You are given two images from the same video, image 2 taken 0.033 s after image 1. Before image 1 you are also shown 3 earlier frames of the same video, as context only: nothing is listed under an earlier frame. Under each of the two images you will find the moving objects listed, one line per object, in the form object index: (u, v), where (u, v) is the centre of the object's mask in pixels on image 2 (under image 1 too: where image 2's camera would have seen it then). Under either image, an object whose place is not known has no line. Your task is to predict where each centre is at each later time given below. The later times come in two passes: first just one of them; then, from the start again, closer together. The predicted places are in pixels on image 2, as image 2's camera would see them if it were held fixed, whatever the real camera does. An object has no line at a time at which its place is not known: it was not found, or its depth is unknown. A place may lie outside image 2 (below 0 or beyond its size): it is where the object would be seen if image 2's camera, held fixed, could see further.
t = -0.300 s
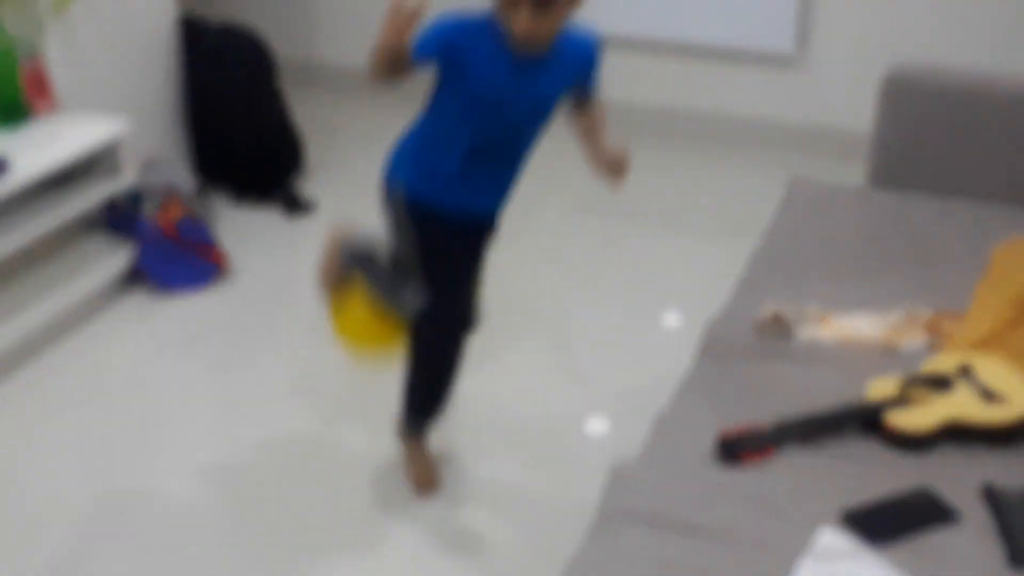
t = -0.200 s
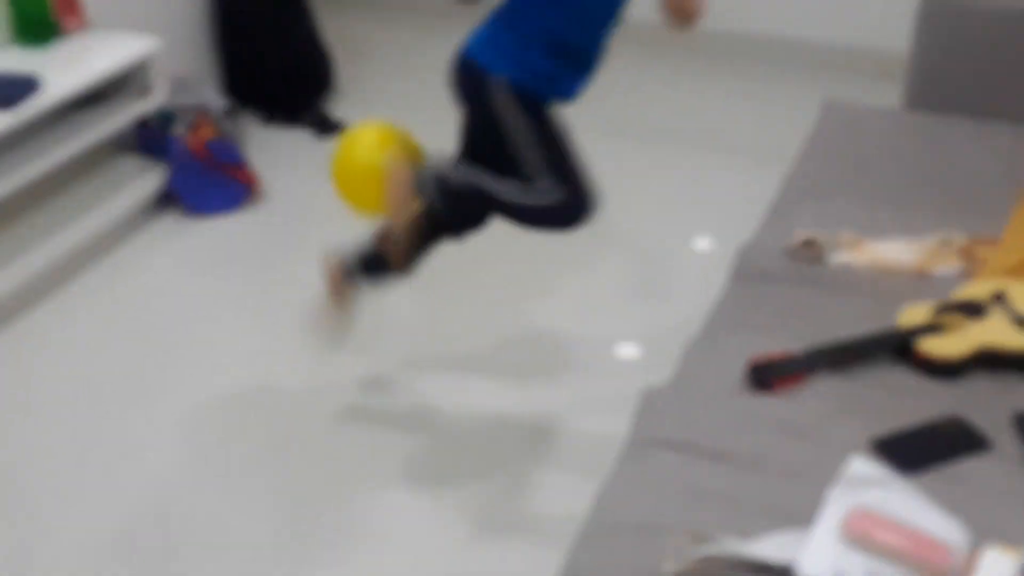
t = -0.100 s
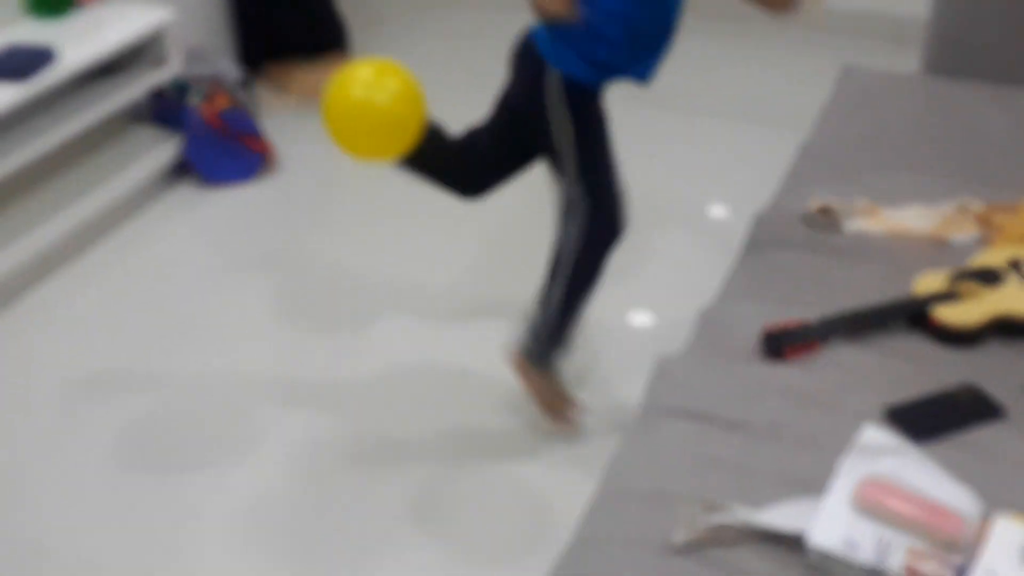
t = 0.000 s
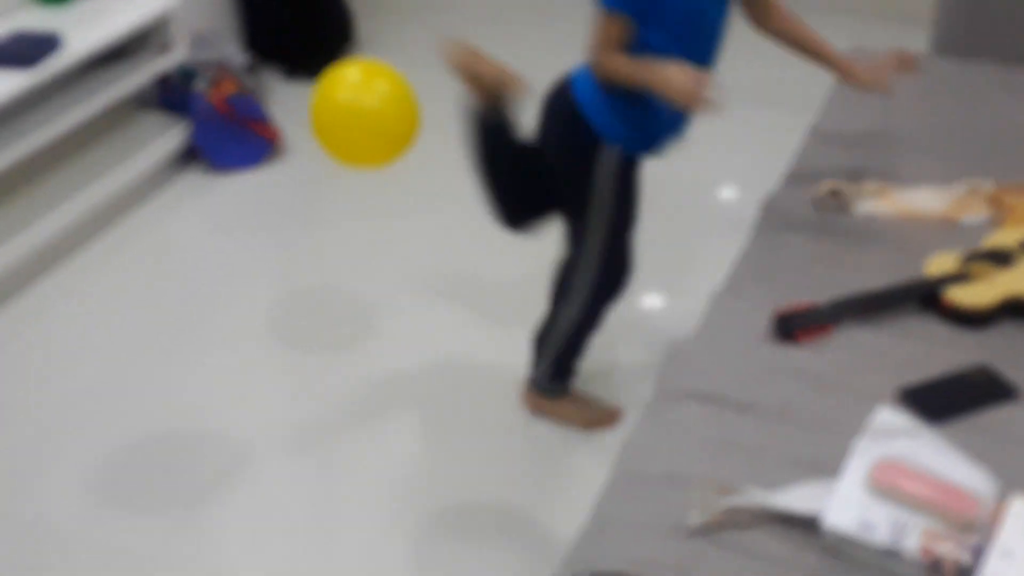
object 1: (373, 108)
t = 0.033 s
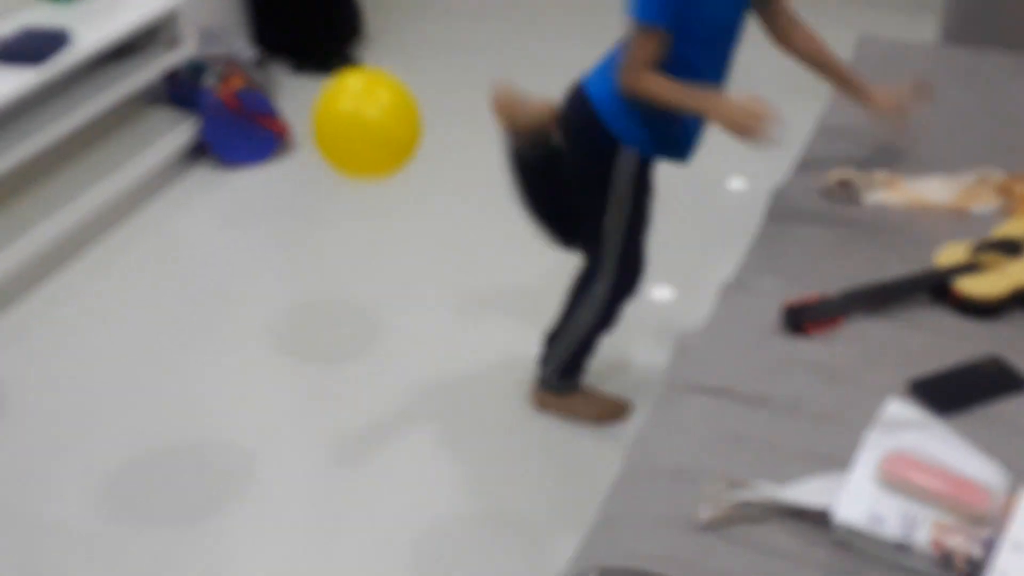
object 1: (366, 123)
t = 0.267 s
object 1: (337, 382)
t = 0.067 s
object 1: (360, 142)
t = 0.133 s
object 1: (348, 202)
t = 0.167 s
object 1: (343, 238)
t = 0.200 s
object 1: (340, 282)
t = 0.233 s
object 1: (337, 330)
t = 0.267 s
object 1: (337, 382)
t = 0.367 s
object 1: (323, 479)
